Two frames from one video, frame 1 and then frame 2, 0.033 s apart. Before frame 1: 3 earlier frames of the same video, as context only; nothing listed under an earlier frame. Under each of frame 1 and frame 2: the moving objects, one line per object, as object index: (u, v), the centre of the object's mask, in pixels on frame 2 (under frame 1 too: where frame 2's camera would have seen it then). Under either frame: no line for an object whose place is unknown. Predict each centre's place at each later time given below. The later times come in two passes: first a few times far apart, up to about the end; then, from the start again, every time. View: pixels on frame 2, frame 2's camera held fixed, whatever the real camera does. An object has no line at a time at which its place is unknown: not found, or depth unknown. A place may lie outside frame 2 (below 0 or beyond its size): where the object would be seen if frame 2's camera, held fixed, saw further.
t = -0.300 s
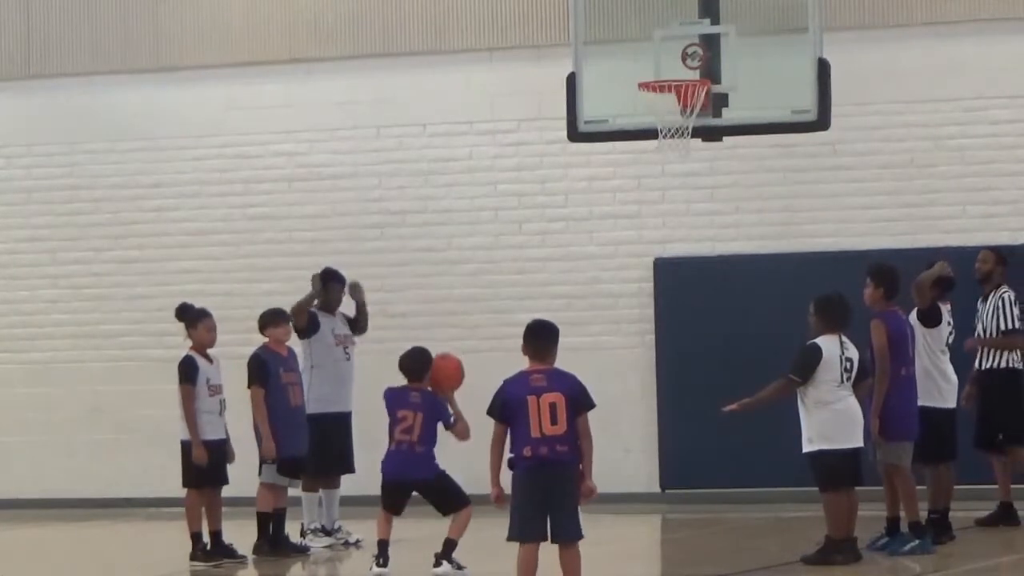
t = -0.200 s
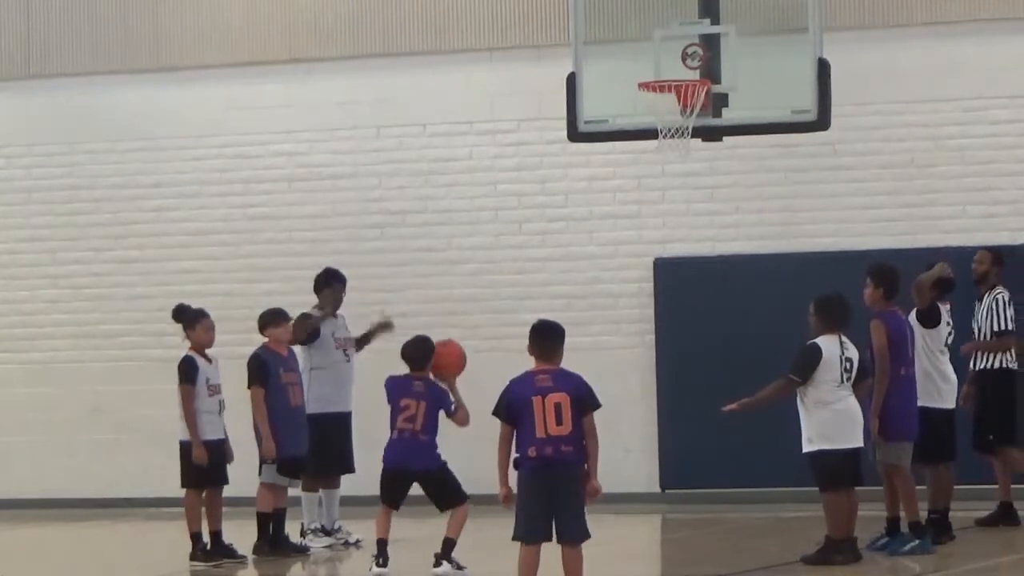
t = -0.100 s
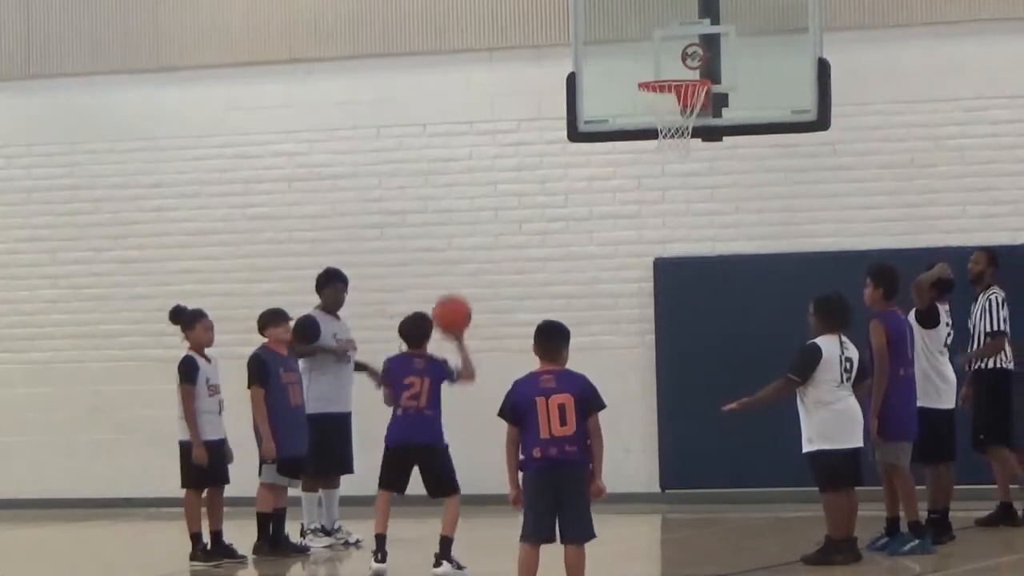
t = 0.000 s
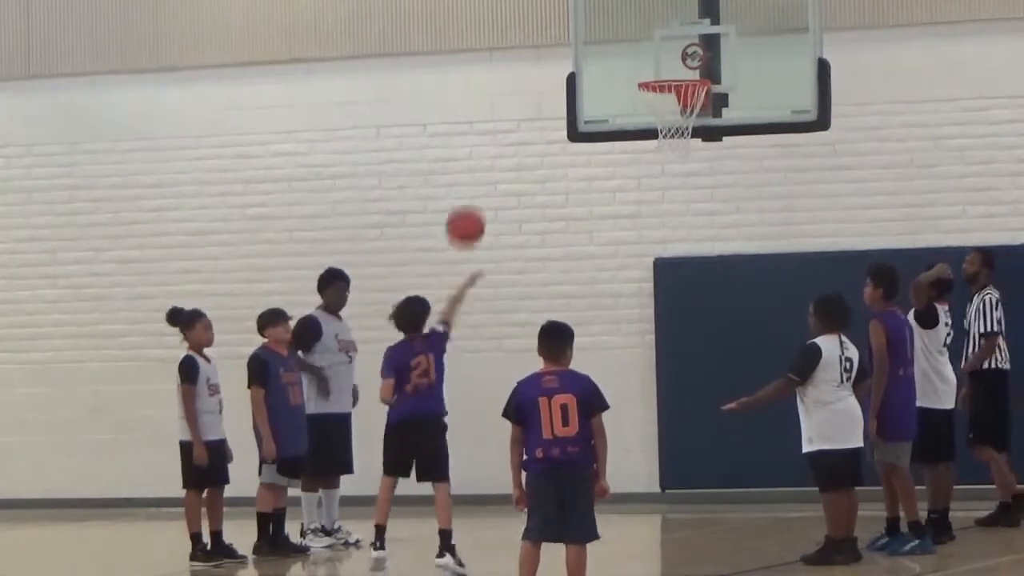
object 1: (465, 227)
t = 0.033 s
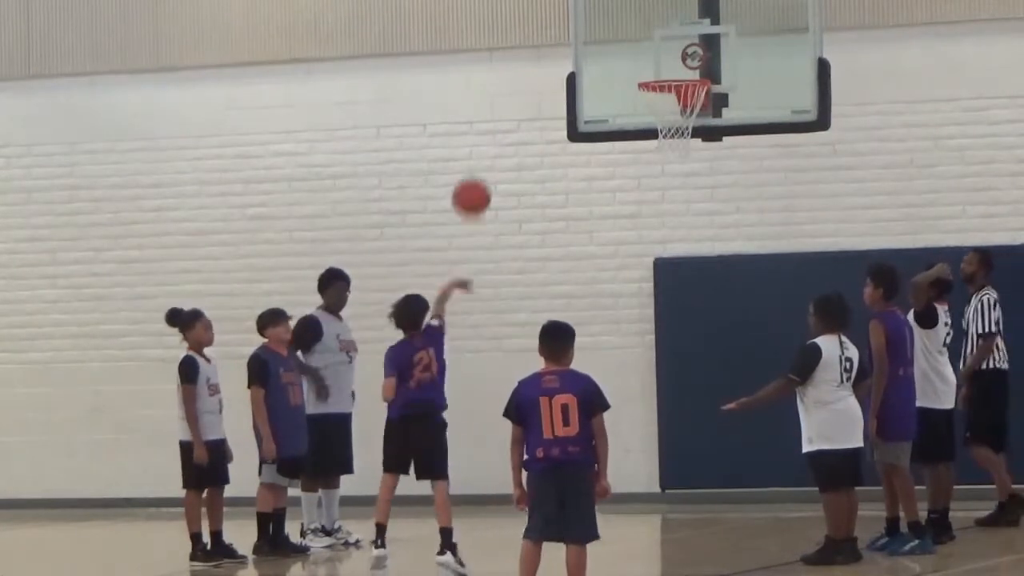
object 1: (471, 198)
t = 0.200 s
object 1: (501, 79)
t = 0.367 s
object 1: (530, 13)
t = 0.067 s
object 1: (477, 169)
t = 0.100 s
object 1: (483, 144)
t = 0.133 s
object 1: (489, 120)
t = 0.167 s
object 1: (495, 99)
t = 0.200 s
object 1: (501, 79)
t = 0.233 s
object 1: (507, 61)
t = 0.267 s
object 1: (512, 46)
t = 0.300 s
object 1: (518, 32)
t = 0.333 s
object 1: (524, 20)
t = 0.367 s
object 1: (530, 13)
